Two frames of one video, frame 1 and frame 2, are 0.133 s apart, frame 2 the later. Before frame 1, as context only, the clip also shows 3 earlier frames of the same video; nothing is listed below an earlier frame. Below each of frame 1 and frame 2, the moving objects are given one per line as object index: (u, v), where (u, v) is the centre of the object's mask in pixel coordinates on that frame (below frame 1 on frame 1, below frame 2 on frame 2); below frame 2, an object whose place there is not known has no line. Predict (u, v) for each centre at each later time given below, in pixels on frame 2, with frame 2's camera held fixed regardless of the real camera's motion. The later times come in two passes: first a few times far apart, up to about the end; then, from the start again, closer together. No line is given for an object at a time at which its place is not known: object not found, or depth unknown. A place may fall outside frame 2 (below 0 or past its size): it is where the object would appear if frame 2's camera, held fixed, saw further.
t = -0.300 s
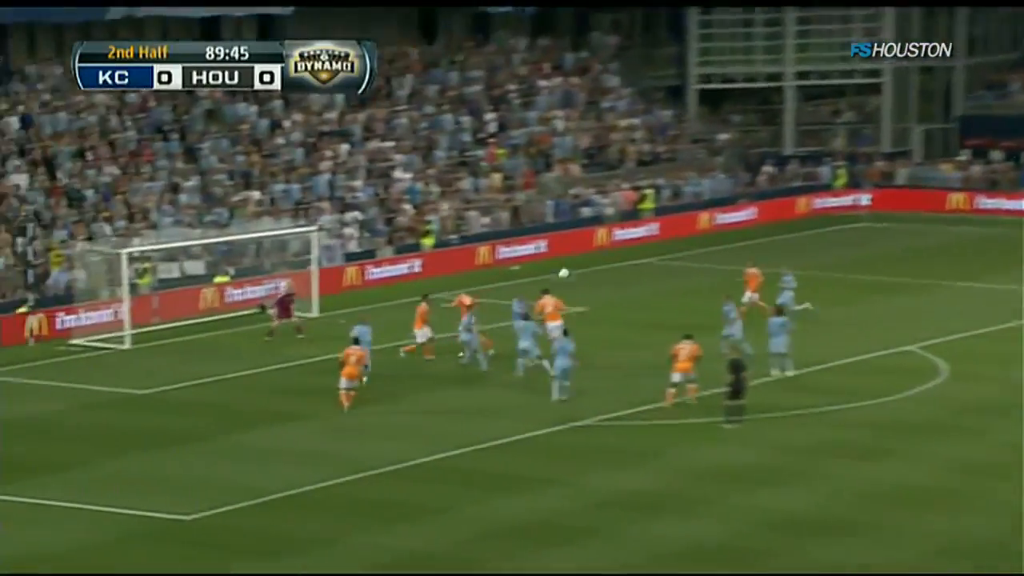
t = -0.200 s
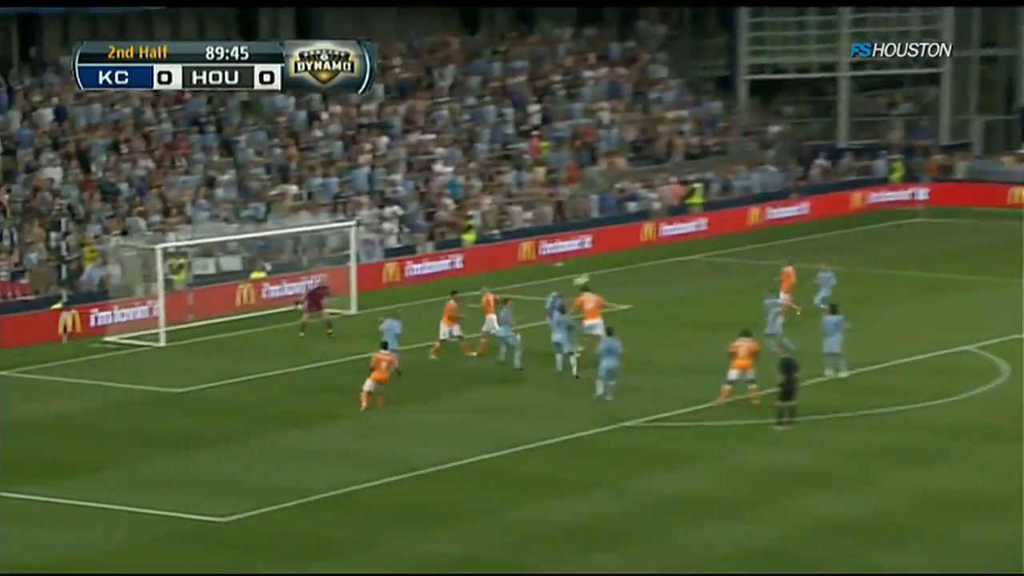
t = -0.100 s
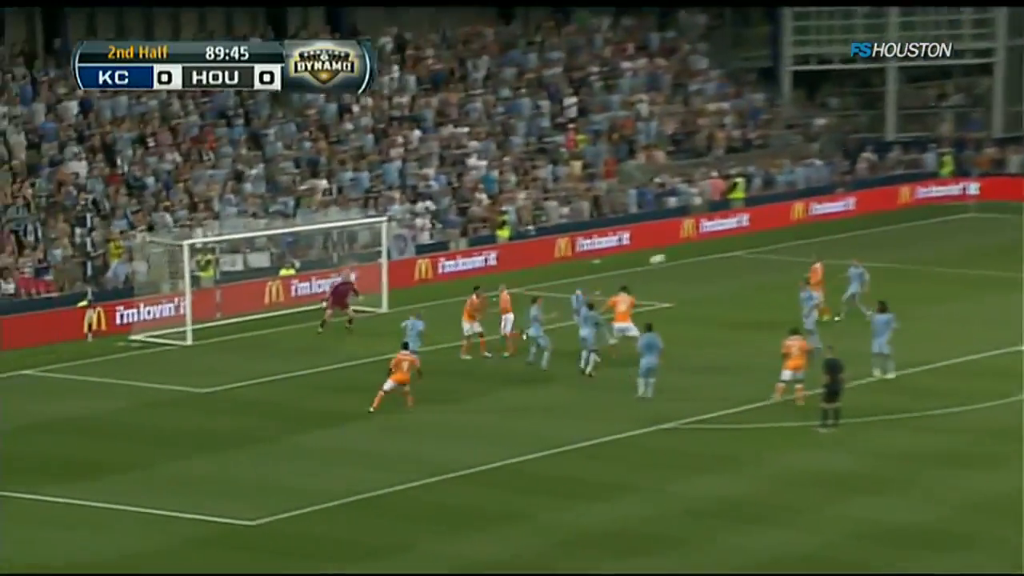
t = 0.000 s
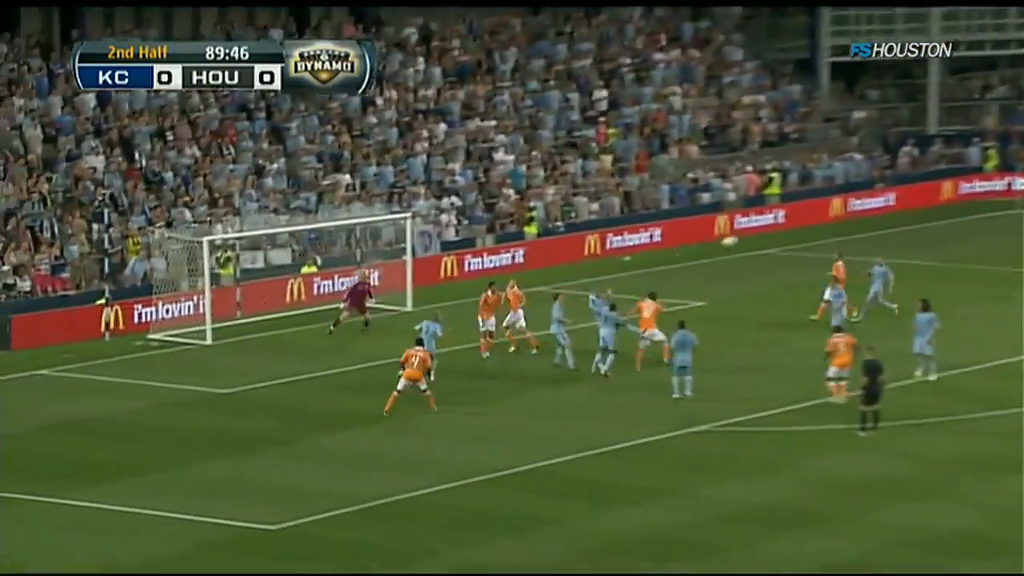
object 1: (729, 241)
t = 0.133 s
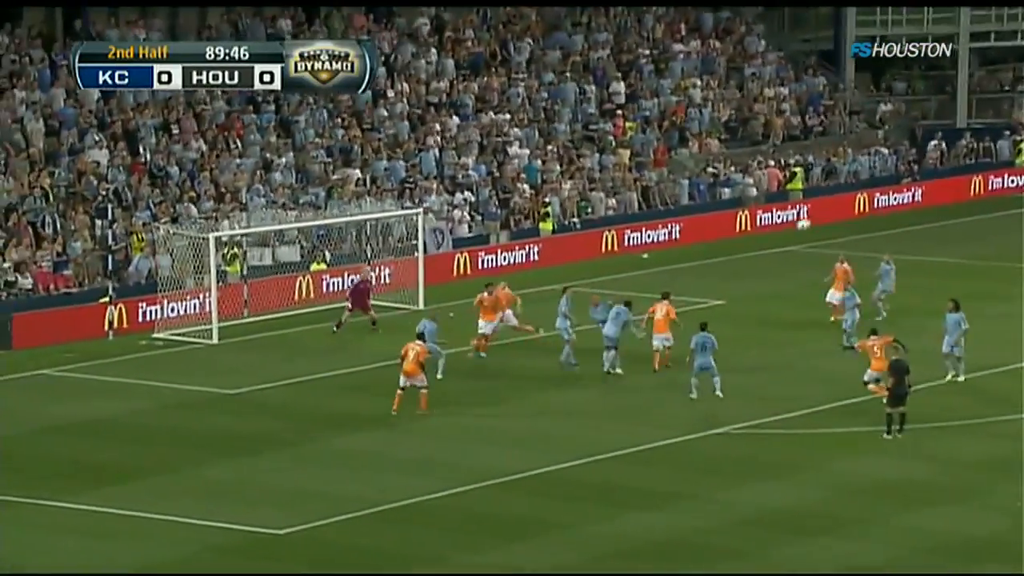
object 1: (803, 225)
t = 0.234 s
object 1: (844, 219)
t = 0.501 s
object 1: (945, 230)
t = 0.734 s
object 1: (1032, 270)
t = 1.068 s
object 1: (1160, 383)
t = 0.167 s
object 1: (816, 222)
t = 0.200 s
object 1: (830, 220)
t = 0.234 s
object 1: (844, 219)
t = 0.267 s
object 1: (857, 219)
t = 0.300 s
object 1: (870, 218)
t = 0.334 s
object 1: (882, 219)
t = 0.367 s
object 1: (895, 220)
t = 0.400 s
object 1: (908, 222)
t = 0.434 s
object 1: (920, 224)
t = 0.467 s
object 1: (933, 227)
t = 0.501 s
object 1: (945, 230)
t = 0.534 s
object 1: (958, 233)
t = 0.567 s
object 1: (970, 238)
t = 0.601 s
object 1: (983, 243)
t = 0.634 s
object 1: (994, 249)
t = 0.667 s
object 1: (1007, 256)
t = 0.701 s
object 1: (1019, 262)
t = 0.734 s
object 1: (1032, 270)
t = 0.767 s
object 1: (1046, 278)
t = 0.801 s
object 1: (1058, 287)
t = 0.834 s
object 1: (1072, 297)
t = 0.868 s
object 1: (1085, 307)
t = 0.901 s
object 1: (1098, 318)
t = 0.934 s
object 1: (1111, 330)
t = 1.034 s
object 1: (1147, 368)
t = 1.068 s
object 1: (1160, 383)
